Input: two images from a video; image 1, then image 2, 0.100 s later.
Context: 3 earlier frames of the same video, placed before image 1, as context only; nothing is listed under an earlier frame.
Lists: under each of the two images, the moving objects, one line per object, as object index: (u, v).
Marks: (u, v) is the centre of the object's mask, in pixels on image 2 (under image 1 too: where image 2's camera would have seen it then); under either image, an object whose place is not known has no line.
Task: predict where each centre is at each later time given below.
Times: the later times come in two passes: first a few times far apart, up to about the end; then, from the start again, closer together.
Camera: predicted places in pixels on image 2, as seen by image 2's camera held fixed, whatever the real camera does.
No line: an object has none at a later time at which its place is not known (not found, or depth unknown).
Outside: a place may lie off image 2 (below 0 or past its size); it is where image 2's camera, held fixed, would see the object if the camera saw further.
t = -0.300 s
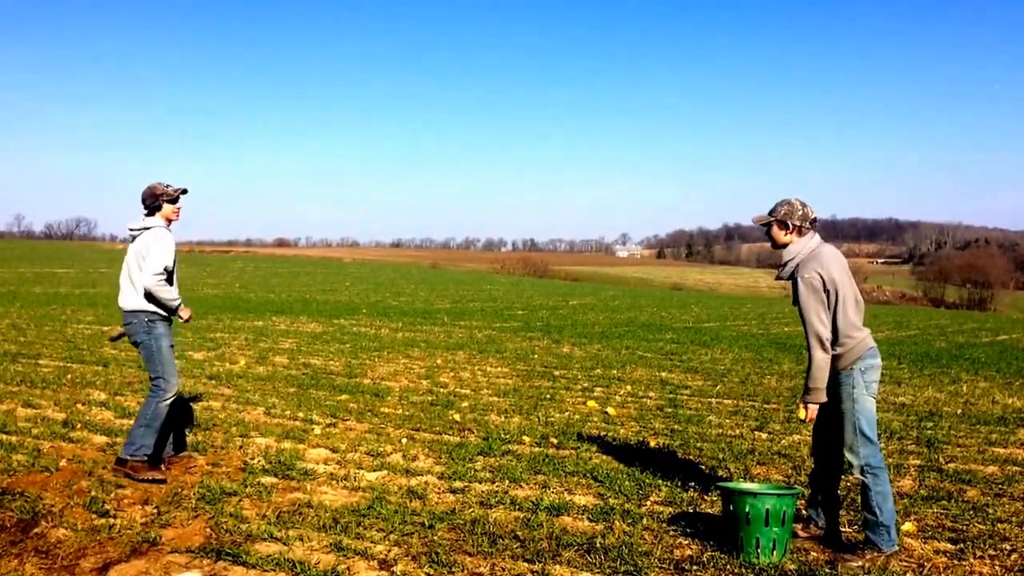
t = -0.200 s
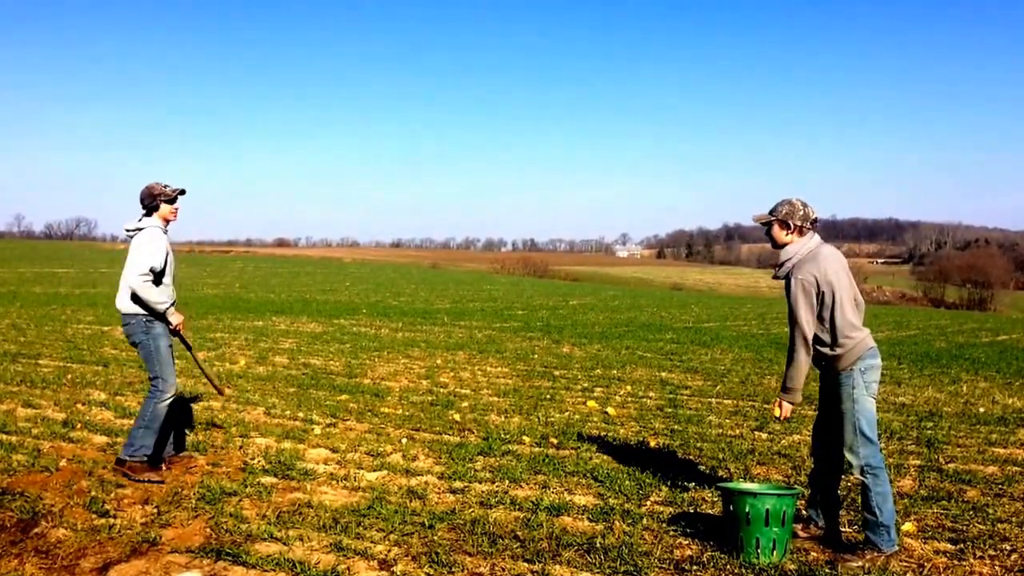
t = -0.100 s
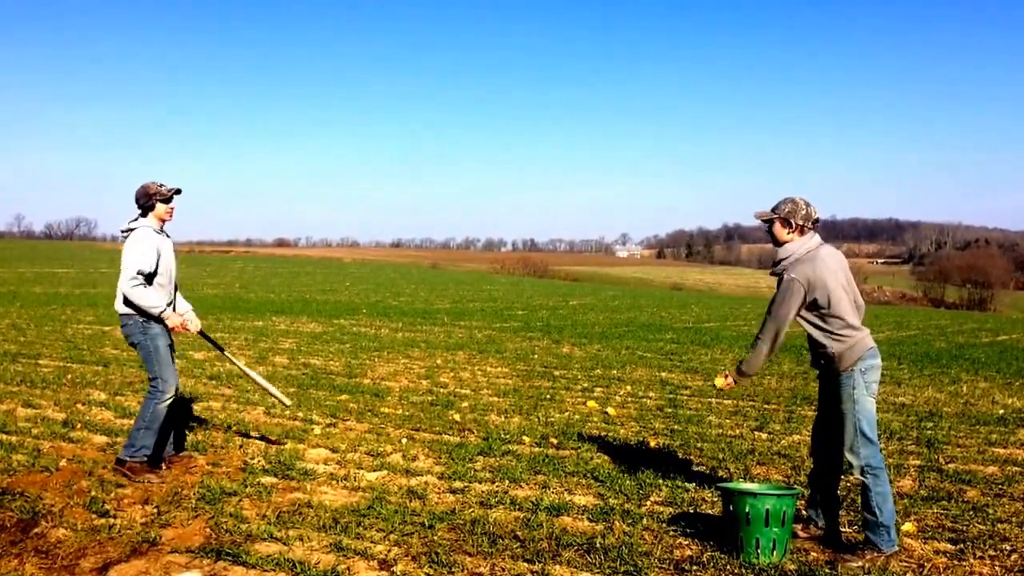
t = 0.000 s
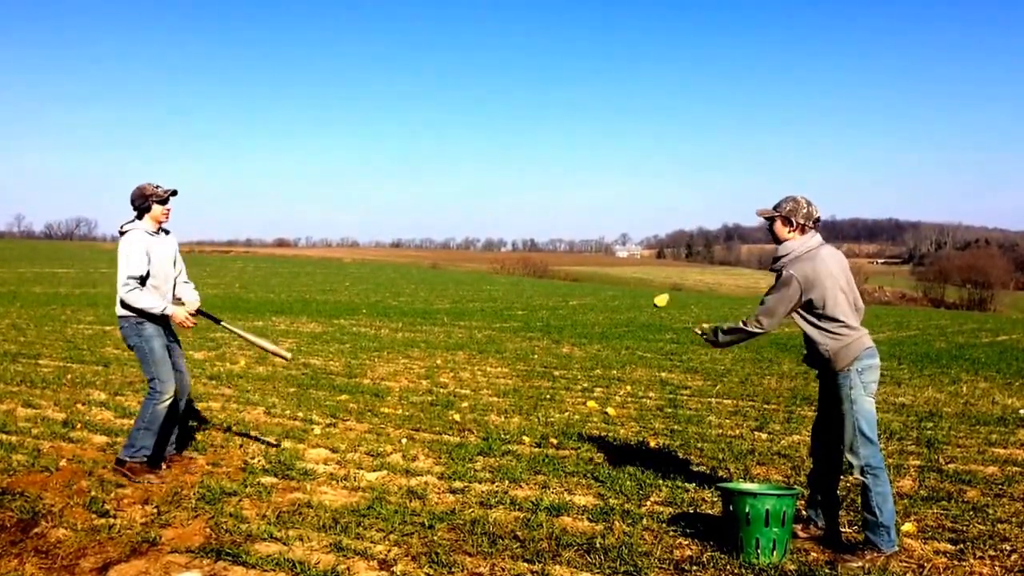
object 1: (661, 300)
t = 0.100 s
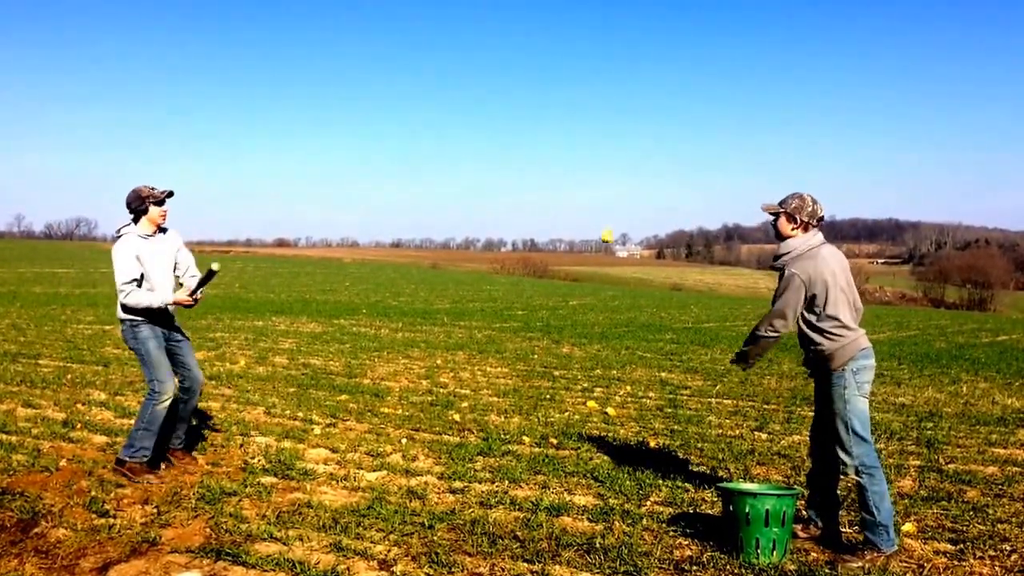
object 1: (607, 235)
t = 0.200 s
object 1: (556, 192)
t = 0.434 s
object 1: (450, 165)
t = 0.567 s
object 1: (394, 192)
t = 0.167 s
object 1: (573, 205)
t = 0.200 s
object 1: (556, 192)
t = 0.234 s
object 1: (540, 182)
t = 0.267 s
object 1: (525, 174)
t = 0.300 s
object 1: (509, 169)
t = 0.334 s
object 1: (494, 165)
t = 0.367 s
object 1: (479, 162)
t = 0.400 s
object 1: (464, 162)
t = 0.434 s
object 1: (450, 165)
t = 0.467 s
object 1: (435, 169)
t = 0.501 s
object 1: (421, 175)
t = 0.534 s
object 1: (407, 183)
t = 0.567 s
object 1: (394, 192)
